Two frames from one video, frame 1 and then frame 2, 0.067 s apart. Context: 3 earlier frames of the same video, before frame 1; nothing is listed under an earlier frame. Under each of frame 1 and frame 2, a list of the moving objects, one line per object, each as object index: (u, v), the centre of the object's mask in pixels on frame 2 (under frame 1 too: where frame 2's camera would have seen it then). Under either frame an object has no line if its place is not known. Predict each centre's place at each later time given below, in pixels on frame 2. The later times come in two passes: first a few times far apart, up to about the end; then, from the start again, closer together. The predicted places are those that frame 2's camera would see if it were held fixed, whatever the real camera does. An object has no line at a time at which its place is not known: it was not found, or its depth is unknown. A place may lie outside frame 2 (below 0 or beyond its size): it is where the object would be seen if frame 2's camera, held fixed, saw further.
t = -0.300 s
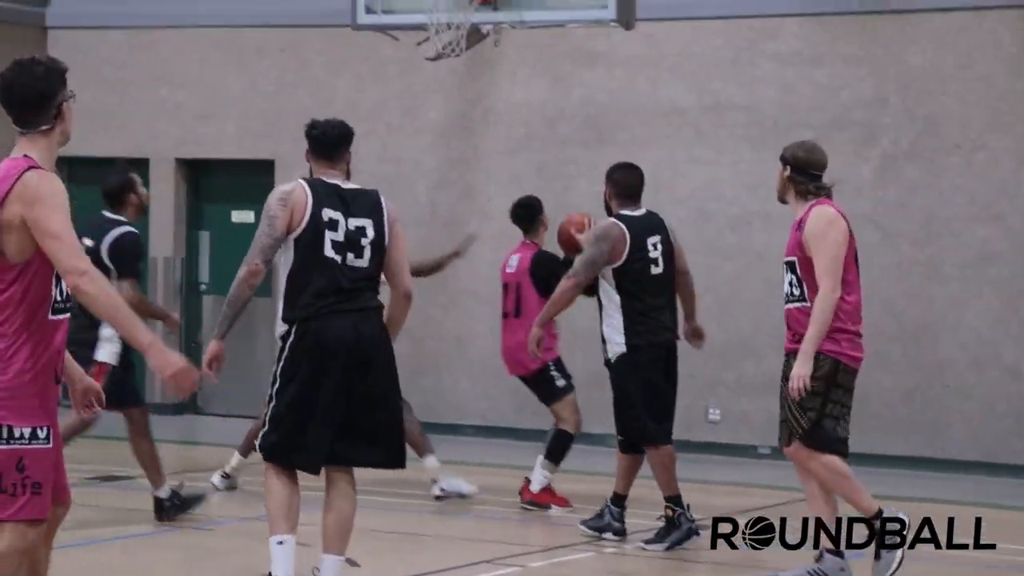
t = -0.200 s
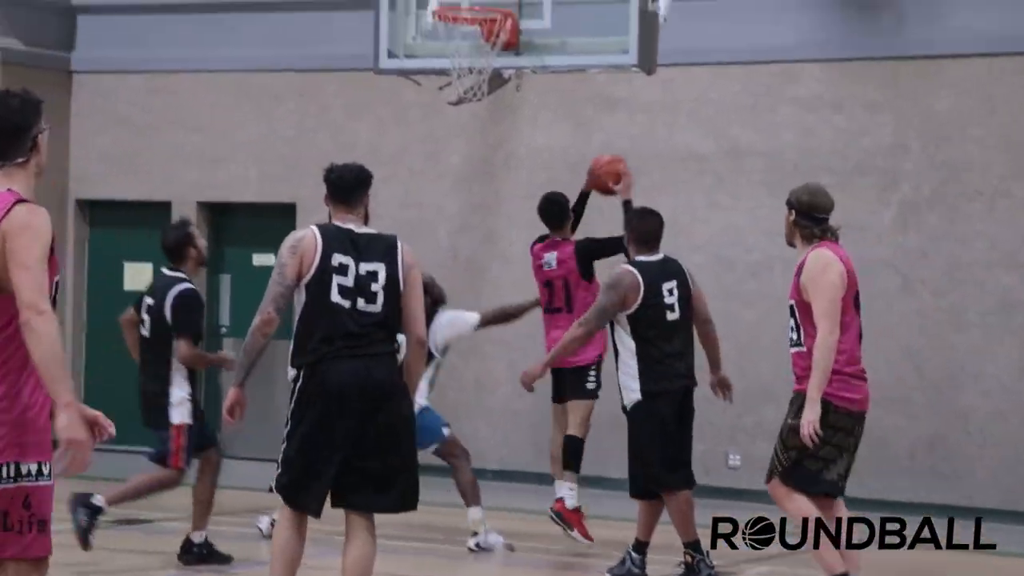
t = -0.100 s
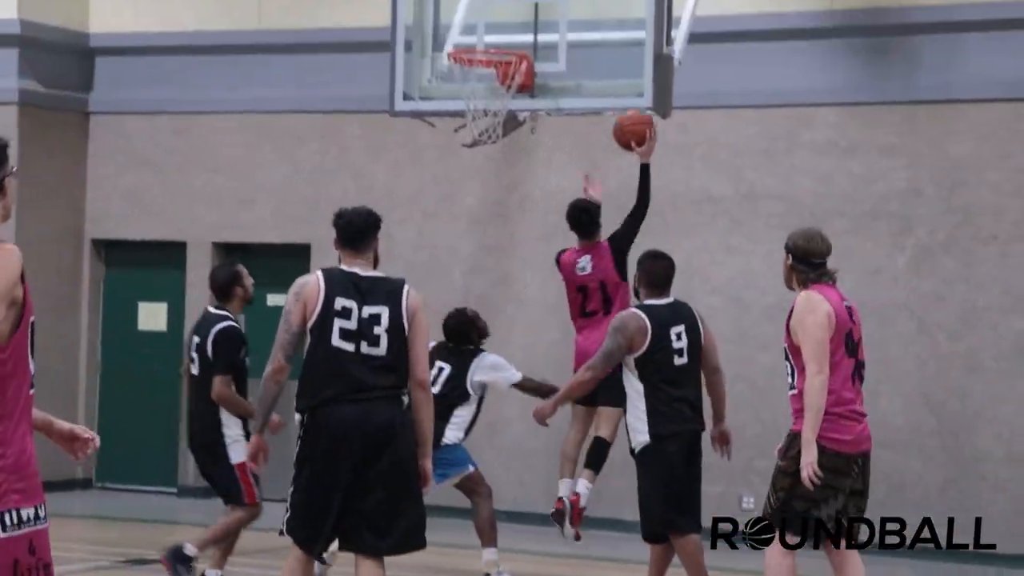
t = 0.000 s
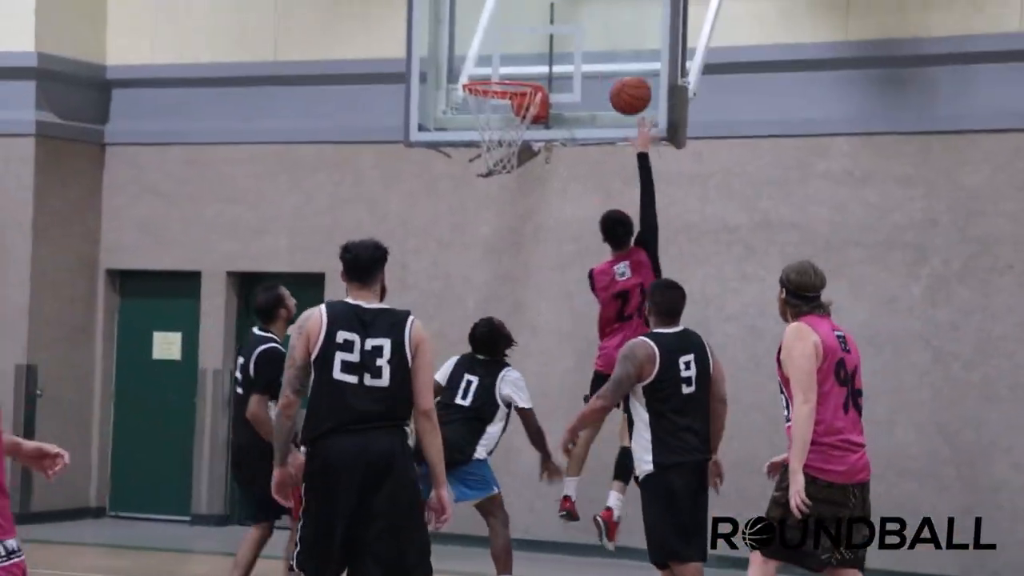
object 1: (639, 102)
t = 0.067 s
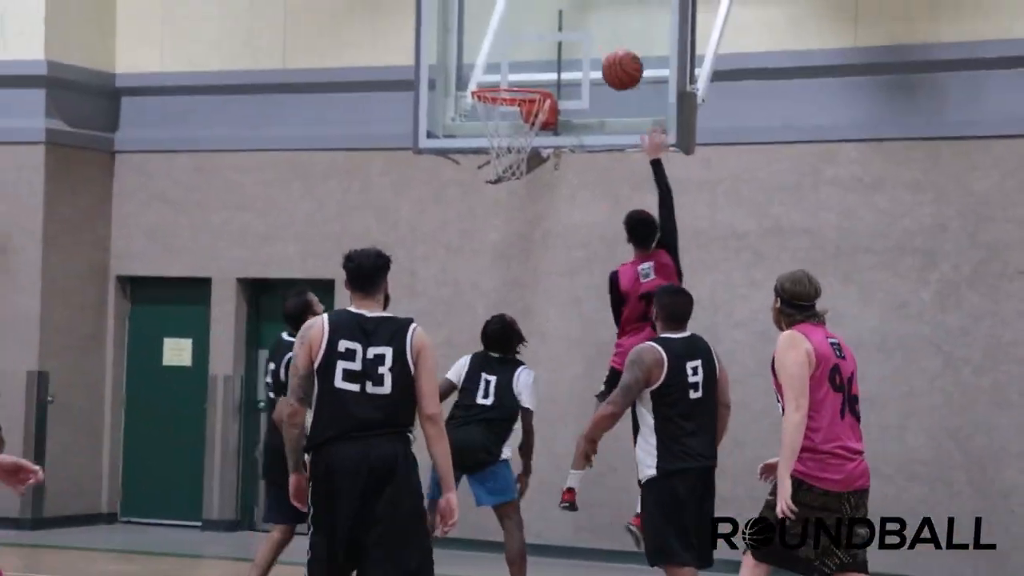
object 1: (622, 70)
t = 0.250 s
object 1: (577, 24)
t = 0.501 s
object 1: (508, 54)
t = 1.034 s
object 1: (527, 75)
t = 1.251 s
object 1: (511, 89)
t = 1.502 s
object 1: (494, 191)
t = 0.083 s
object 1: (618, 63)
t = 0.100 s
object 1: (614, 57)
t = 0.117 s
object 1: (610, 51)
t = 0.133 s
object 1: (606, 46)
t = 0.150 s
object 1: (602, 42)
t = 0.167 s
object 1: (598, 38)
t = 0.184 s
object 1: (594, 34)
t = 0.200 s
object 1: (589, 31)
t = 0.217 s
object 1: (585, 28)
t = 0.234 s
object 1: (581, 26)
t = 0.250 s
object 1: (577, 24)
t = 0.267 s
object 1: (573, 23)
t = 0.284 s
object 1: (568, 22)
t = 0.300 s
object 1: (563, 22)
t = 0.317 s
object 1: (559, 23)
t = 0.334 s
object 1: (554, 23)
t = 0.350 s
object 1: (550, 24)
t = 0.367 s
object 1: (545, 25)
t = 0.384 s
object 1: (540, 27)
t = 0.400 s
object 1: (536, 30)
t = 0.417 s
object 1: (531, 33)
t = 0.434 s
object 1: (526, 36)
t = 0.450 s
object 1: (522, 40)
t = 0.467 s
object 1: (517, 44)
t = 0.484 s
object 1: (512, 49)
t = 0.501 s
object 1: (508, 54)
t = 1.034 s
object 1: (527, 75)
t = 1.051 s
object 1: (527, 74)
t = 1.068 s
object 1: (526, 73)
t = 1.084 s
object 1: (524, 72)
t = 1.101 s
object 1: (523, 72)
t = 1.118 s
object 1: (522, 72)
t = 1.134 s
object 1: (521, 72)
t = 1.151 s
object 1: (520, 72)
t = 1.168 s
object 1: (518, 73)
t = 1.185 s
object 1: (517, 74)
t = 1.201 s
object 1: (516, 76)
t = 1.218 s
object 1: (515, 77)
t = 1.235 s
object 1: (513, 79)
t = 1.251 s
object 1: (511, 89)
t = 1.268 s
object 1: (510, 94)
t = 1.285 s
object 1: (509, 99)
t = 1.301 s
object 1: (508, 105)
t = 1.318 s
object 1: (507, 110)
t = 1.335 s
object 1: (505, 115)
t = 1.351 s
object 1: (504, 121)
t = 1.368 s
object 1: (503, 127)
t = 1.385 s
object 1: (500, 135)
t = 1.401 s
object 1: (500, 143)
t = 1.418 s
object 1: (498, 151)
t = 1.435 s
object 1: (497, 158)
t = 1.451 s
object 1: (496, 165)
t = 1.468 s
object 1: (495, 177)
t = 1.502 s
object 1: (494, 191)
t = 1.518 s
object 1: (493, 201)
